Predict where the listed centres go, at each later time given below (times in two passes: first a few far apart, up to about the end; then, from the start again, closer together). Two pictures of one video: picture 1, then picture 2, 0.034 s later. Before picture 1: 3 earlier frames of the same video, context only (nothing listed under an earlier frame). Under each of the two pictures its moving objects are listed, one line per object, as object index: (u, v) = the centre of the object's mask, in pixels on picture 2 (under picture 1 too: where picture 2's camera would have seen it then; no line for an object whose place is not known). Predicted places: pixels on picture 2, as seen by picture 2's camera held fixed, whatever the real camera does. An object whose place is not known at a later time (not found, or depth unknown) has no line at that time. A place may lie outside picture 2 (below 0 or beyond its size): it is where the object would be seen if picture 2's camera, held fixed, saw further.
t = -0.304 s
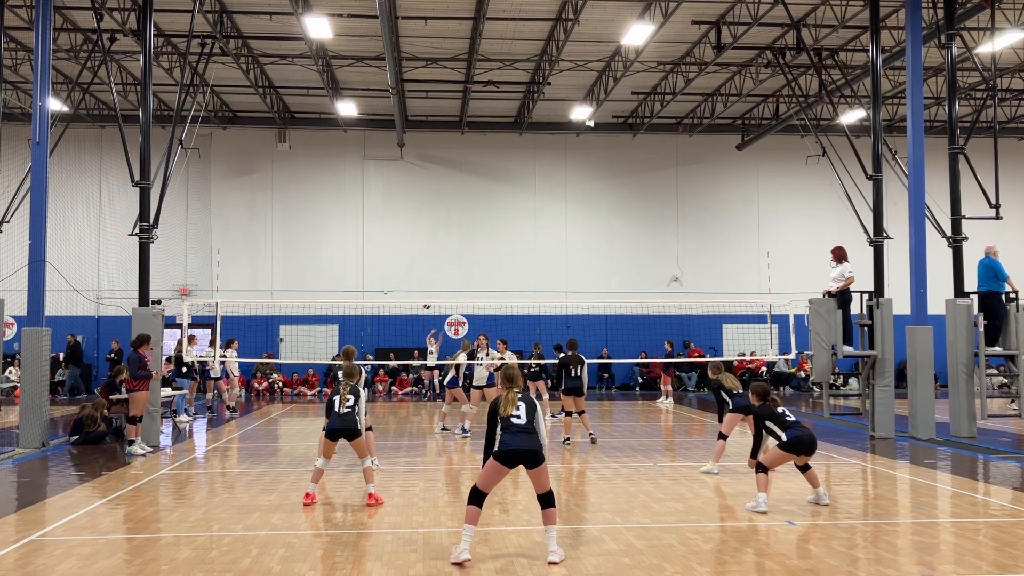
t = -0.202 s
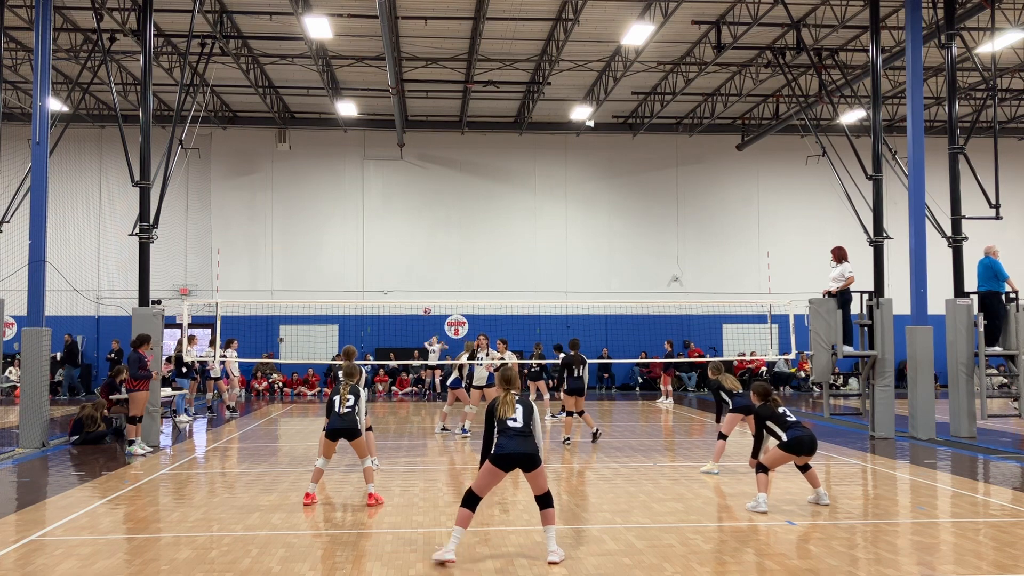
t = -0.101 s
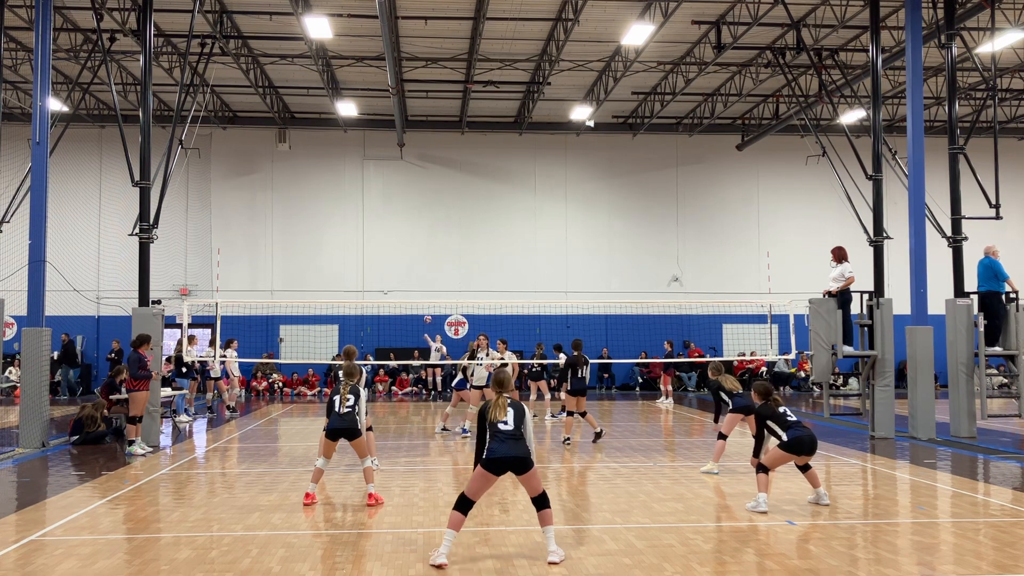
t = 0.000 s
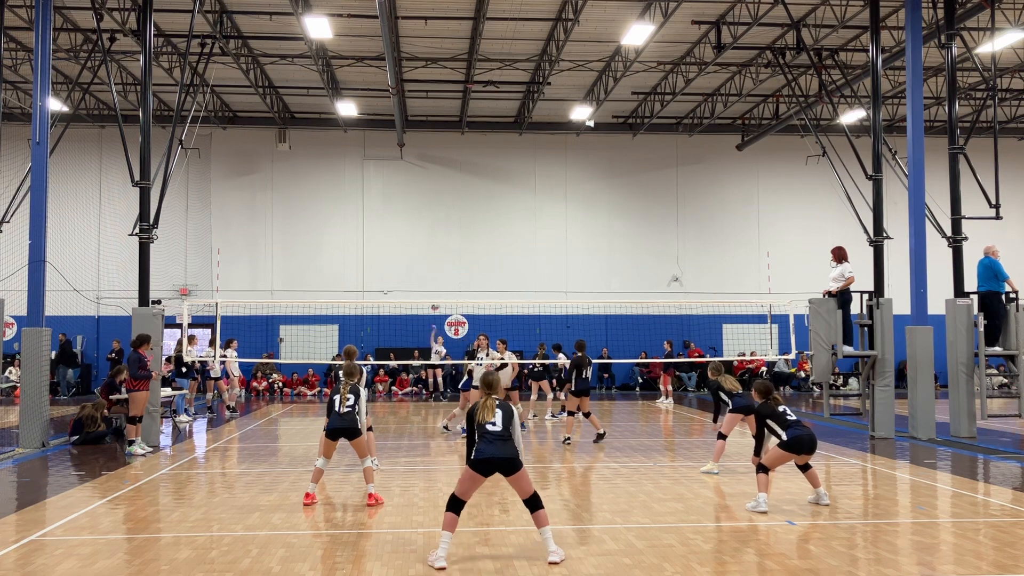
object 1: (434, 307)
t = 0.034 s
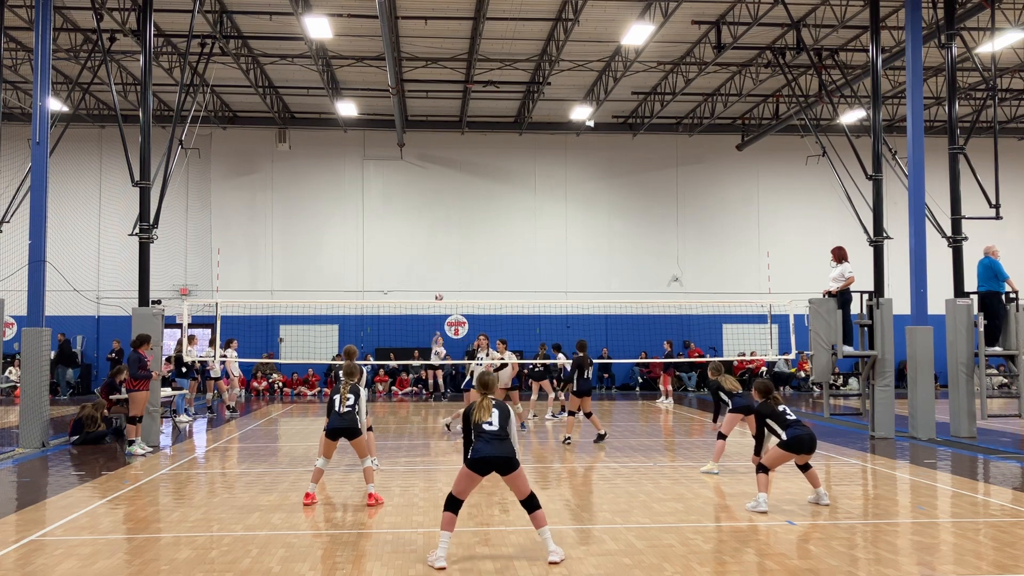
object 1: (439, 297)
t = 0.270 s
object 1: (472, 239)
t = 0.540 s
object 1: (525, 189)
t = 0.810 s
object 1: (594, 165)
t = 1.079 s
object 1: (699, 181)
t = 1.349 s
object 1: (860, 266)
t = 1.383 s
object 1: (885, 284)
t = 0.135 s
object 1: (452, 271)
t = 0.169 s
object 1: (456, 263)
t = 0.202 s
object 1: (461, 255)
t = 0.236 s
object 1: (467, 247)
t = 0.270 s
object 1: (472, 239)
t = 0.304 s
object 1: (478, 232)
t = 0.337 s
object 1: (484, 225)
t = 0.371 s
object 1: (491, 218)
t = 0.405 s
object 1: (498, 211)
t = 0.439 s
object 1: (504, 205)
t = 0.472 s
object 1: (511, 199)
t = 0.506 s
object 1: (518, 193)
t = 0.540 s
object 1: (525, 189)
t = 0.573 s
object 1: (532, 184)
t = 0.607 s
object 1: (540, 180)
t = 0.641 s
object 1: (548, 175)
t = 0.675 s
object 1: (556, 172)
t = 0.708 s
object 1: (564, 169)
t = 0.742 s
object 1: (574, 167)
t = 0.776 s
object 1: (584, 165)
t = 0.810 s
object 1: (594, 165)
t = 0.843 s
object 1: (605, 164)
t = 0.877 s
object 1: (617, 165)
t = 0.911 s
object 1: (629, 166)
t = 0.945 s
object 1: (642, 167)
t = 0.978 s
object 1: (655, 169)
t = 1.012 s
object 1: (669, 172)
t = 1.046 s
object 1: (683, 176)
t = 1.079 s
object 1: (699, 181)
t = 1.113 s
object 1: (715, 187)
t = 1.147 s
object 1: (733, 195)
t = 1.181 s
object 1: (751, 203)
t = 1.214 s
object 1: (771, 213)
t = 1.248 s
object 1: (791, 223)
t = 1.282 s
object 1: (813, 236)
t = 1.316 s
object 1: (836, 250)
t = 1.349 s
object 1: (860, 266)
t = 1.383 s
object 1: (885, 284)
